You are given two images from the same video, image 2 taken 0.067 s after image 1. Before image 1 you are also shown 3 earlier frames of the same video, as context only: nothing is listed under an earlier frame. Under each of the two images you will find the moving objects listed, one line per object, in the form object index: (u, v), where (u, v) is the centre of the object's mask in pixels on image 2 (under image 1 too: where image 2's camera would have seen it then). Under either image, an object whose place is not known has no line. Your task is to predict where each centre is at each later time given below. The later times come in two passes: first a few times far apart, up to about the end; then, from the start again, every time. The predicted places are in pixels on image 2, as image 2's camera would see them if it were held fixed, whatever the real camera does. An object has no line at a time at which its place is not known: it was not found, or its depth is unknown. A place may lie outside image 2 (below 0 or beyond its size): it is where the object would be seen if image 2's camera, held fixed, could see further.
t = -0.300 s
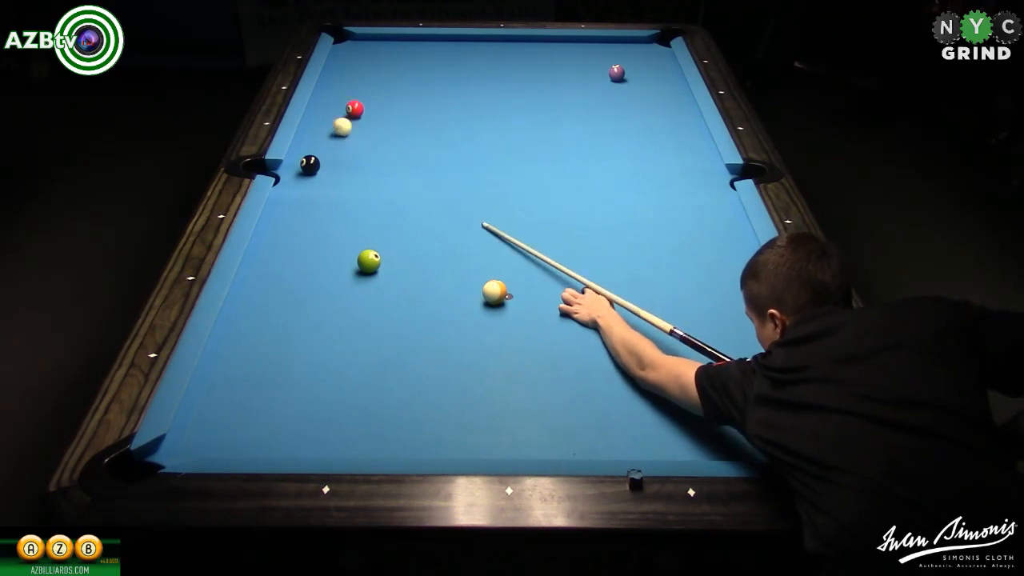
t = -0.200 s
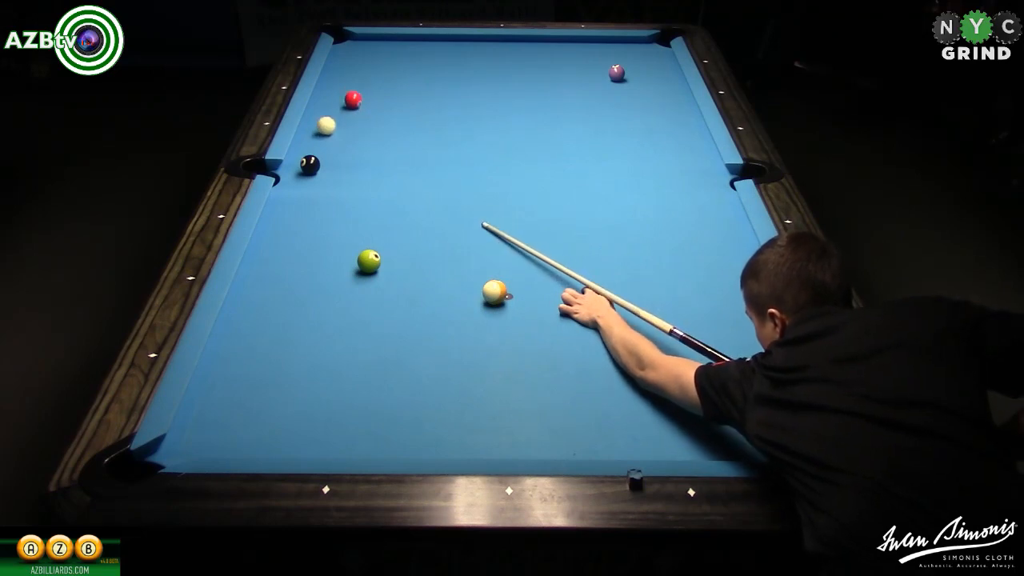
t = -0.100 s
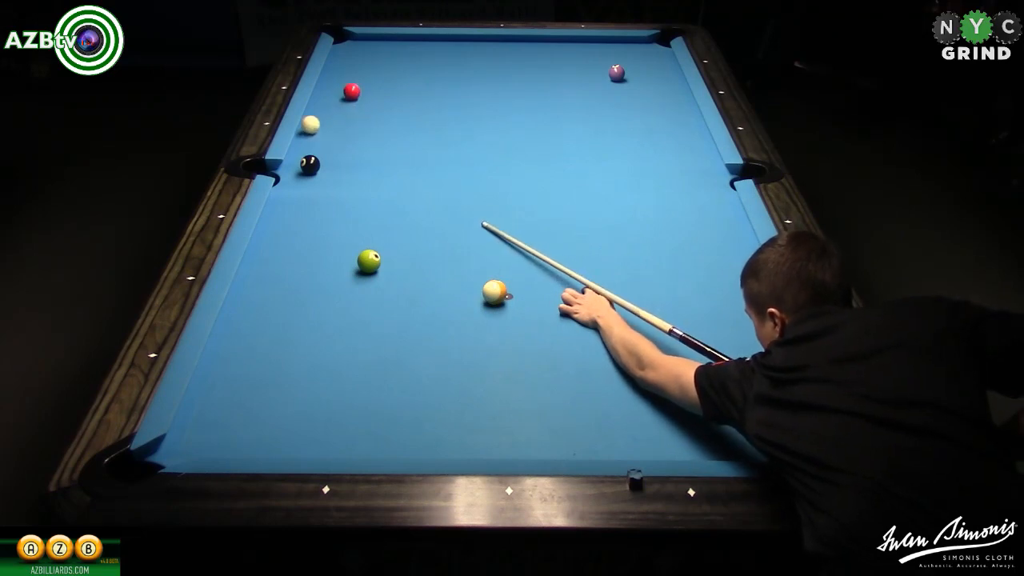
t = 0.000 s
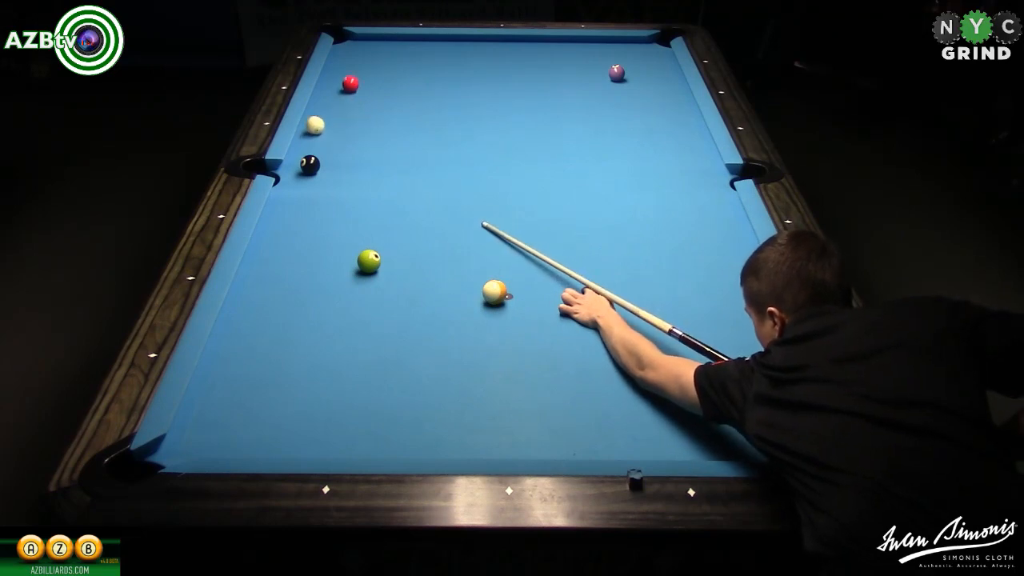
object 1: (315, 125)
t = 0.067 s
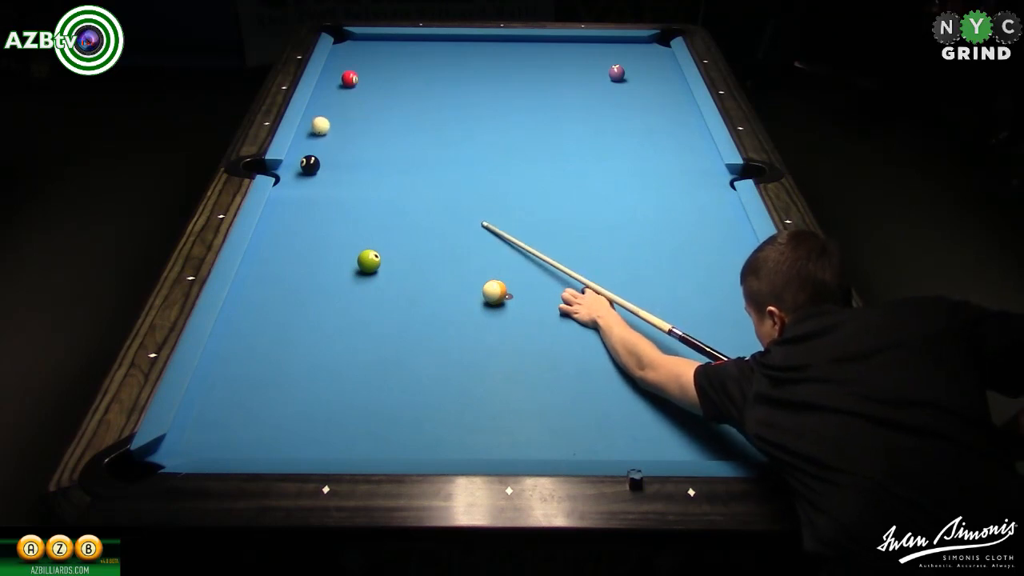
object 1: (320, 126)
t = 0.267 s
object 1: (336, 128)
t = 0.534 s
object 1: (356, 130)
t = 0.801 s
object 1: (374, 132)
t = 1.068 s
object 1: (392, 134)
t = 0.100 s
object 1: (323, 126)
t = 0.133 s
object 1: (326, 126)
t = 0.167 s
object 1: (328, 127)
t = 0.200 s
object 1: (331, 127)
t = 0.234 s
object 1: (333, 127)
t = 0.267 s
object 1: (336, 128)
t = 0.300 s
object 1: (339, 128)
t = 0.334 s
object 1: (341, 128)
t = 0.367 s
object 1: (344, 128)
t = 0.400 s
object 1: (346, 129)
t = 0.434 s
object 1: (349, 129)
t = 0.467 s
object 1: (351, 129)
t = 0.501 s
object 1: (354, 130)
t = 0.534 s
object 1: (356, 130)
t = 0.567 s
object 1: (358, 130)
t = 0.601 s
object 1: (361, 131)
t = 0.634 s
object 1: (363, 131)
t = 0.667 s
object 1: (366, 131)
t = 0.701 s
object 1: (368, 131)
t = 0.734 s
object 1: (370, 131)
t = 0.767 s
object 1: (372, 132)
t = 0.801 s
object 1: (374, 132)
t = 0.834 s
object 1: (376, 132)
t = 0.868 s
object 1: (379, 132)
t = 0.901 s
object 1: (381, 133)
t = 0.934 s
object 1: (383, 133)
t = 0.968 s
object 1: (385, 133)
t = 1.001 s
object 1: (387, 134)
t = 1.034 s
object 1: (390, 134)
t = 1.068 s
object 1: (392, 134)
